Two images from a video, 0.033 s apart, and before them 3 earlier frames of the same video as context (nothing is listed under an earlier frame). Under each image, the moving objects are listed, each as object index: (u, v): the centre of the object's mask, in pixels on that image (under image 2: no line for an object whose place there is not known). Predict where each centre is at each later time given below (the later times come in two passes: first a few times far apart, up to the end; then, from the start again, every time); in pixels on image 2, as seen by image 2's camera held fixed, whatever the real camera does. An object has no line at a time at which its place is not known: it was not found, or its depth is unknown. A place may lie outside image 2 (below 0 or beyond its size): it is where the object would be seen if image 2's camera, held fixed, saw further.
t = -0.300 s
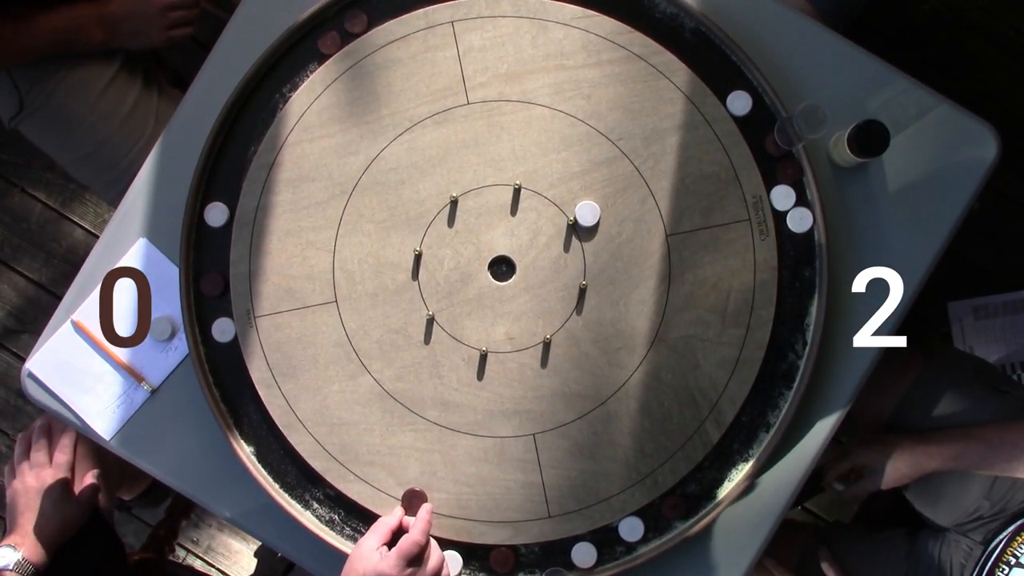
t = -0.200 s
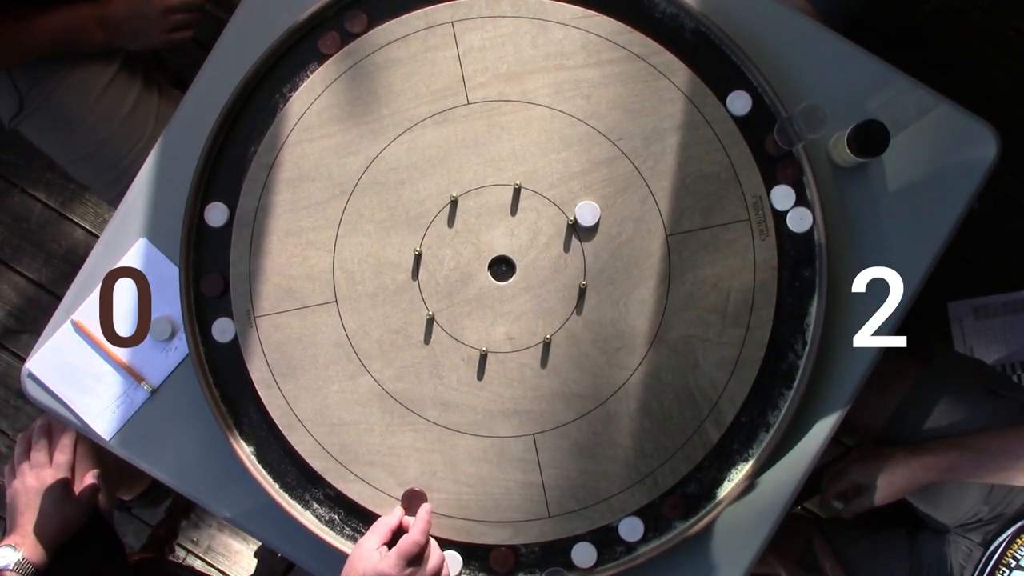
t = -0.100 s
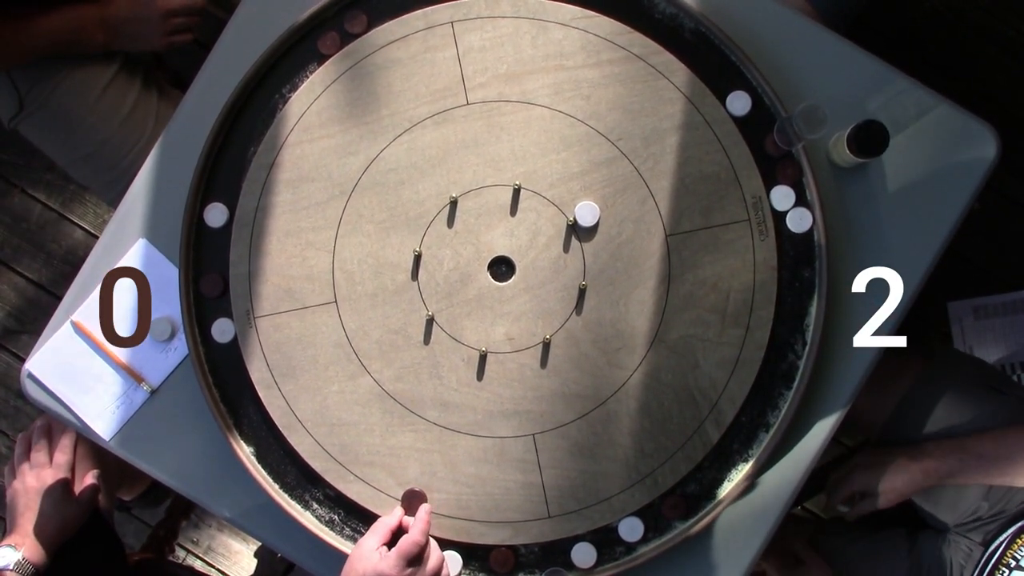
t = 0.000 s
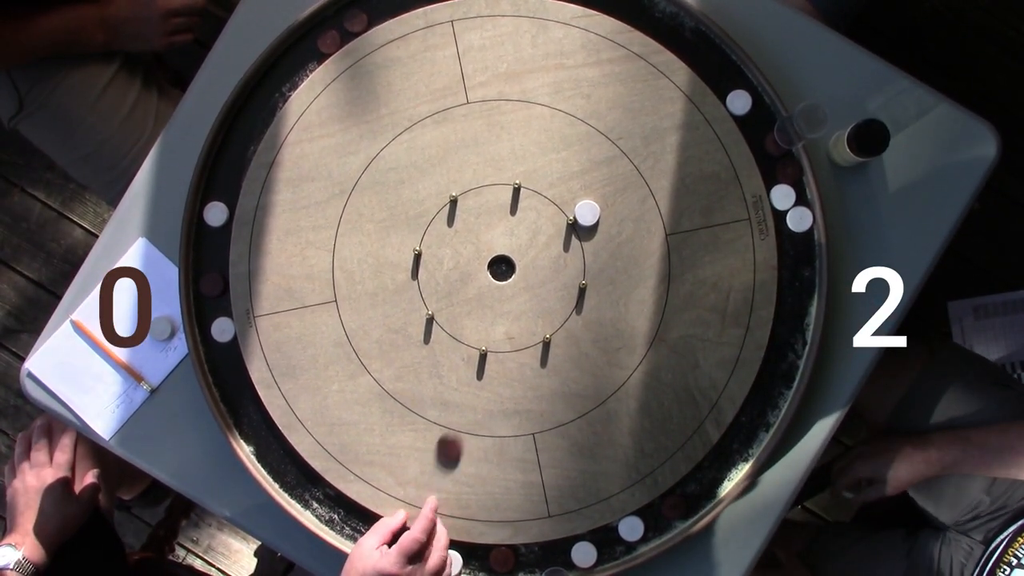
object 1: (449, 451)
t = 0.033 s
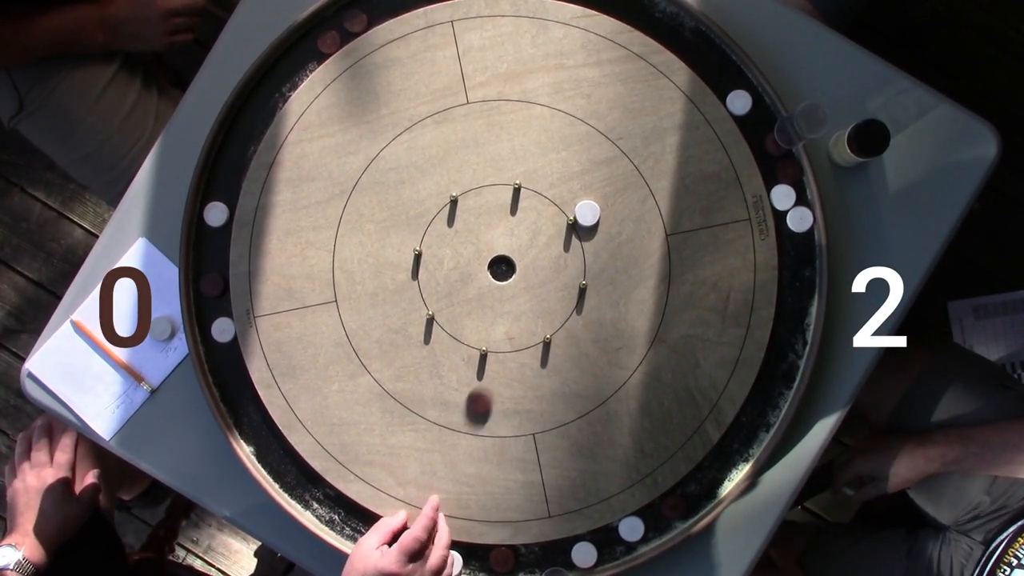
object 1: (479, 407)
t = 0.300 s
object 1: (658, 232)
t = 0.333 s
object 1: (673, 230)
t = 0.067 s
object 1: (507, 363)
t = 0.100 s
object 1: (535, 319)
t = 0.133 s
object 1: (562, 278)
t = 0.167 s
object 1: (588, 241)
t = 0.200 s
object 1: (607, 239)
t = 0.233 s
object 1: (625, 236)
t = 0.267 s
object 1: (641, 234)
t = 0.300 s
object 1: (658, 232)
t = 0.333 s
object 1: (673, 230)
